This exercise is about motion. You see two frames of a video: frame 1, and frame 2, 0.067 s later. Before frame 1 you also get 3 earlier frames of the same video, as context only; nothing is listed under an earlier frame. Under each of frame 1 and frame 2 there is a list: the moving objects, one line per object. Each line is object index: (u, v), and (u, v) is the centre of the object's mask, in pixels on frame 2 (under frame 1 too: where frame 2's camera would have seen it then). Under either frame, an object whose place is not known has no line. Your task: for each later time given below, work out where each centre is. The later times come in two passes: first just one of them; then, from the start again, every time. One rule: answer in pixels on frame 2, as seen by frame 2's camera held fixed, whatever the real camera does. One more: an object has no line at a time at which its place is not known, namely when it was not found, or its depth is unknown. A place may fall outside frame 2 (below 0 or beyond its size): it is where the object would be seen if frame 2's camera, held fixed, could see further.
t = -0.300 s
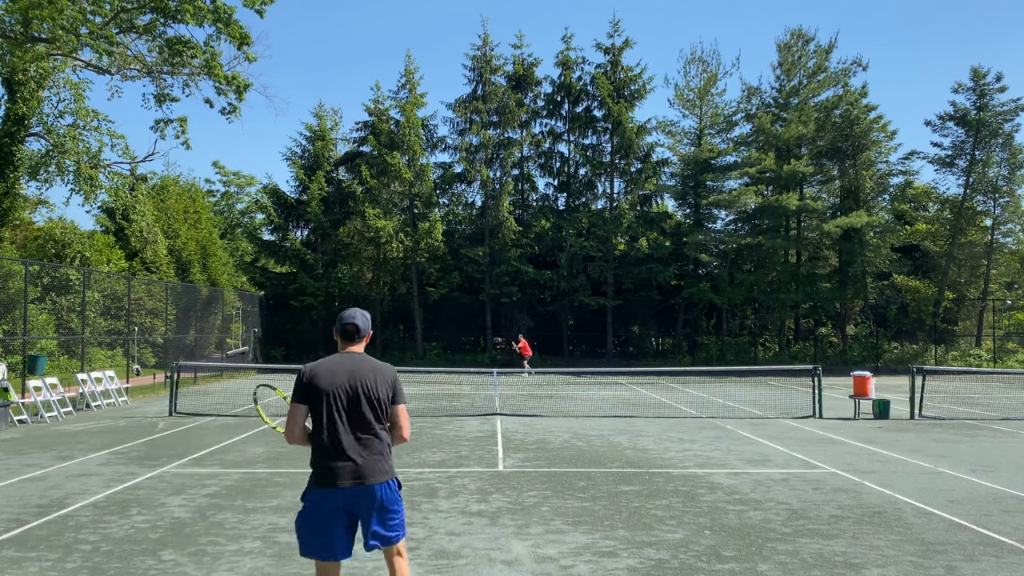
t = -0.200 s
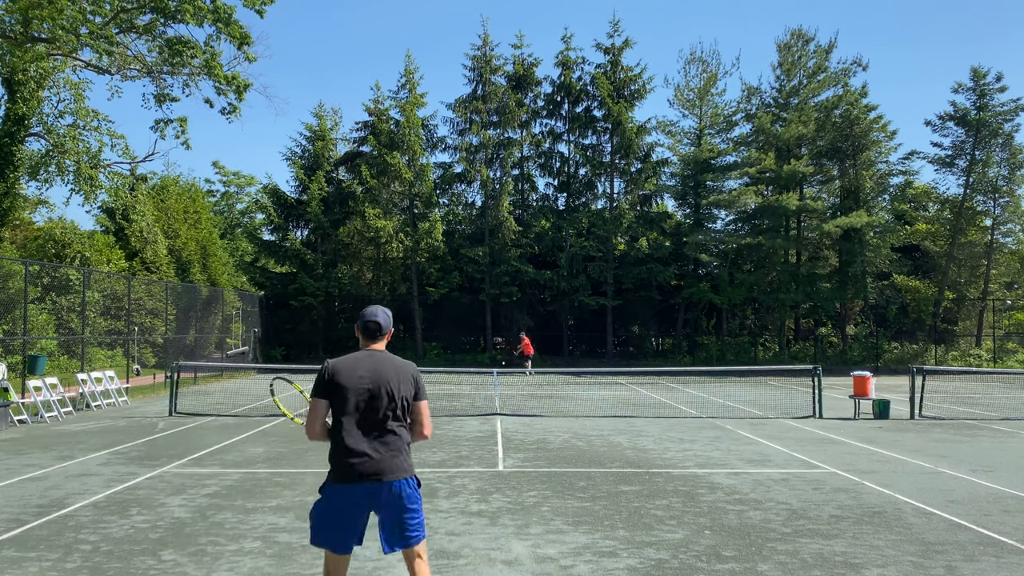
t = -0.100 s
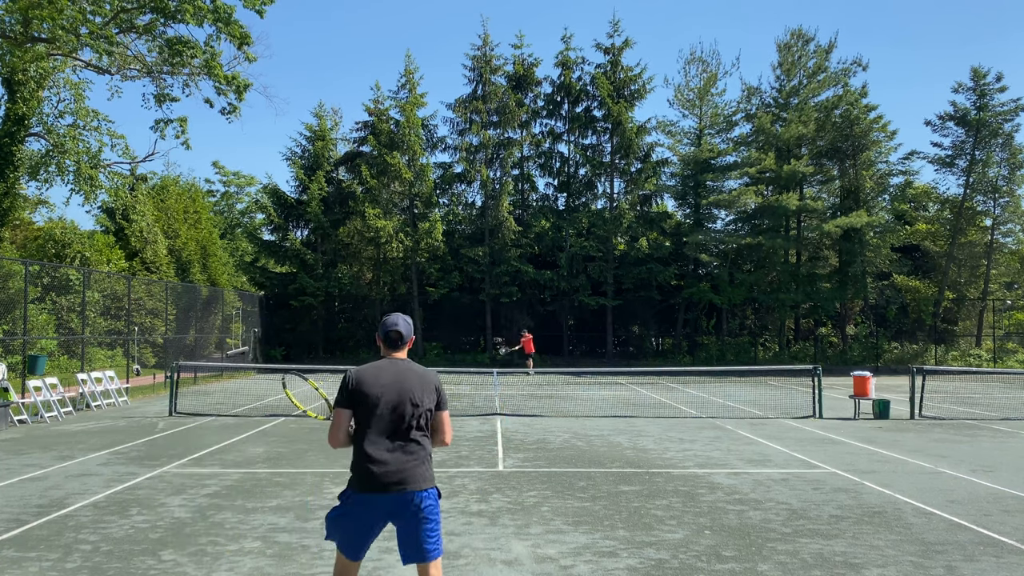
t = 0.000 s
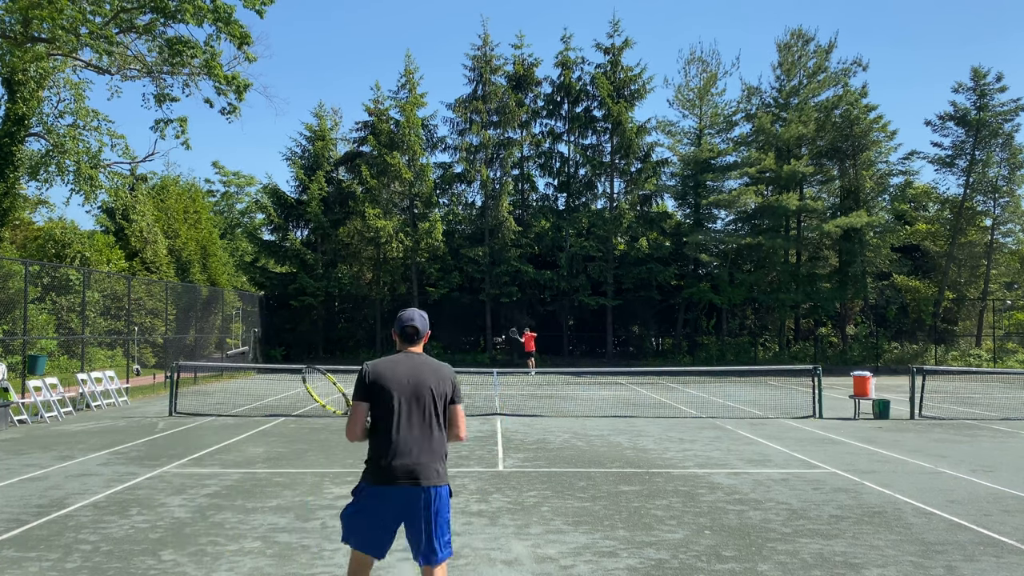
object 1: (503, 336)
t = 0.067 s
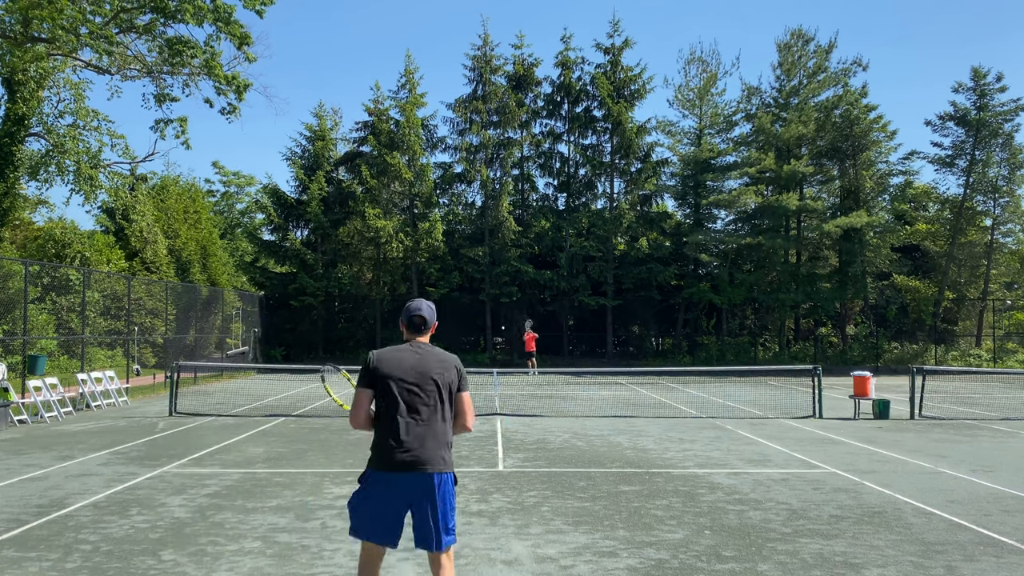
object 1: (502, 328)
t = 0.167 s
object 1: (502, 315)
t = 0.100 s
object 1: (502, 323)
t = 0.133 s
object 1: (502, 319)
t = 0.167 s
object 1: (502, 315)
